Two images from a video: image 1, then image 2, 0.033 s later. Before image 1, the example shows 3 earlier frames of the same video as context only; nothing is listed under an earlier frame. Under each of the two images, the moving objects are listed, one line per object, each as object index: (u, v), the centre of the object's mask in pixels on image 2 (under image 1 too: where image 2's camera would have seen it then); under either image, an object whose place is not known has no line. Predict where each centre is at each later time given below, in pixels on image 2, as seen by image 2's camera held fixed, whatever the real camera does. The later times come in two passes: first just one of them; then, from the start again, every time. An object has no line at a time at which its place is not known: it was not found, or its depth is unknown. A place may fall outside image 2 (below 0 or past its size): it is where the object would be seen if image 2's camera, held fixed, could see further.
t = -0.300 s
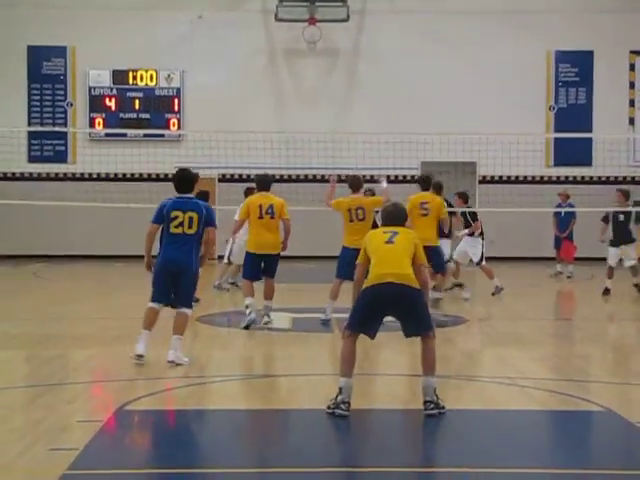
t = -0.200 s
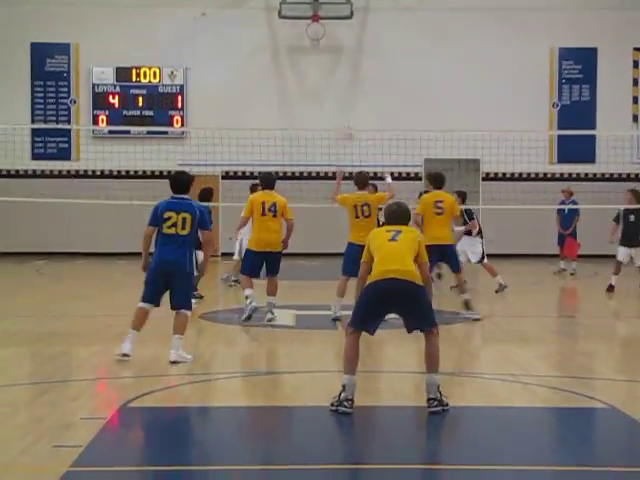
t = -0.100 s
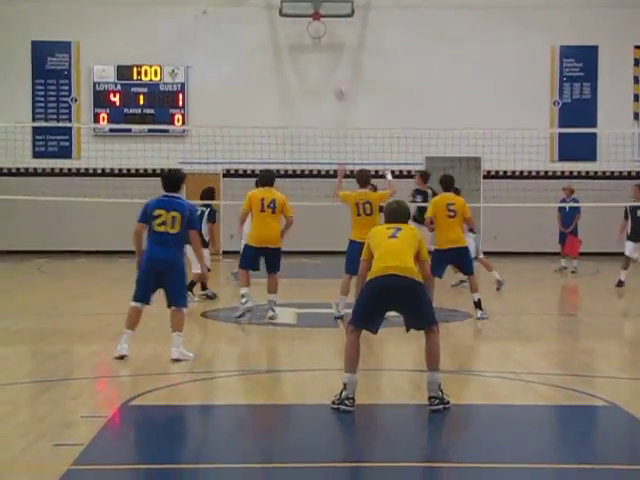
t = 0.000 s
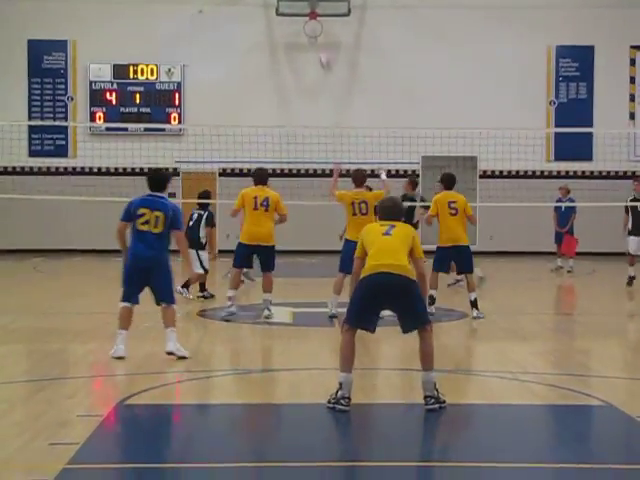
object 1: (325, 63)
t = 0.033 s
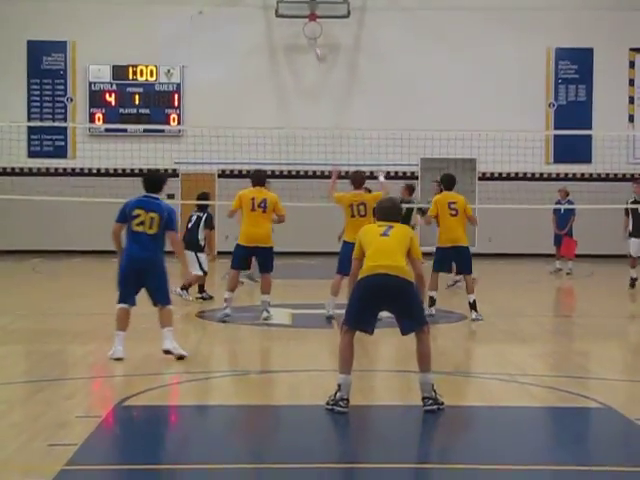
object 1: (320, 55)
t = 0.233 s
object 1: (298, 14)
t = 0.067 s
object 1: (317, 48)
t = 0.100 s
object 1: (313, 39)
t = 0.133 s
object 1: (310, 33)
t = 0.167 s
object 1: (308, 31)
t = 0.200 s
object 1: (301, 19)
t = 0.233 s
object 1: (298, 14)
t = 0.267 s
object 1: (295, 10)
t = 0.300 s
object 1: (290, 6)
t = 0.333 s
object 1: (285, 2)
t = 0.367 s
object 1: (282, -1)
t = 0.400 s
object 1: (281, -5)
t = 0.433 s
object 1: (275, -3)
